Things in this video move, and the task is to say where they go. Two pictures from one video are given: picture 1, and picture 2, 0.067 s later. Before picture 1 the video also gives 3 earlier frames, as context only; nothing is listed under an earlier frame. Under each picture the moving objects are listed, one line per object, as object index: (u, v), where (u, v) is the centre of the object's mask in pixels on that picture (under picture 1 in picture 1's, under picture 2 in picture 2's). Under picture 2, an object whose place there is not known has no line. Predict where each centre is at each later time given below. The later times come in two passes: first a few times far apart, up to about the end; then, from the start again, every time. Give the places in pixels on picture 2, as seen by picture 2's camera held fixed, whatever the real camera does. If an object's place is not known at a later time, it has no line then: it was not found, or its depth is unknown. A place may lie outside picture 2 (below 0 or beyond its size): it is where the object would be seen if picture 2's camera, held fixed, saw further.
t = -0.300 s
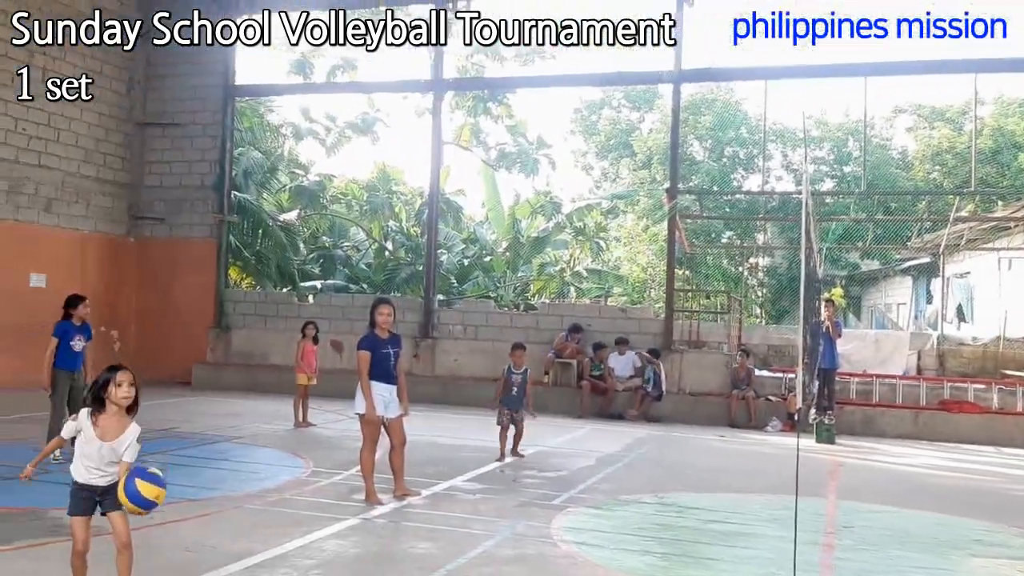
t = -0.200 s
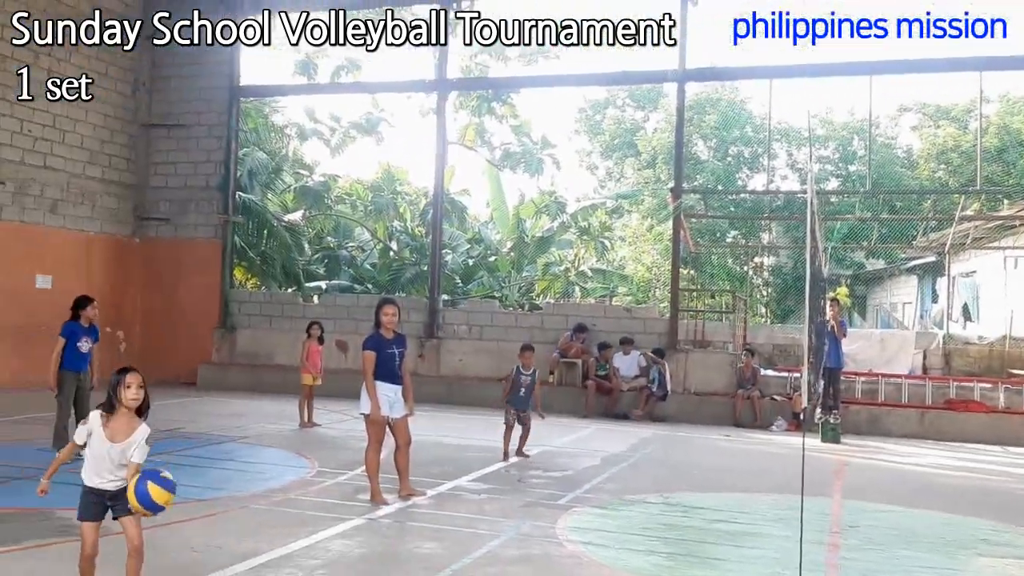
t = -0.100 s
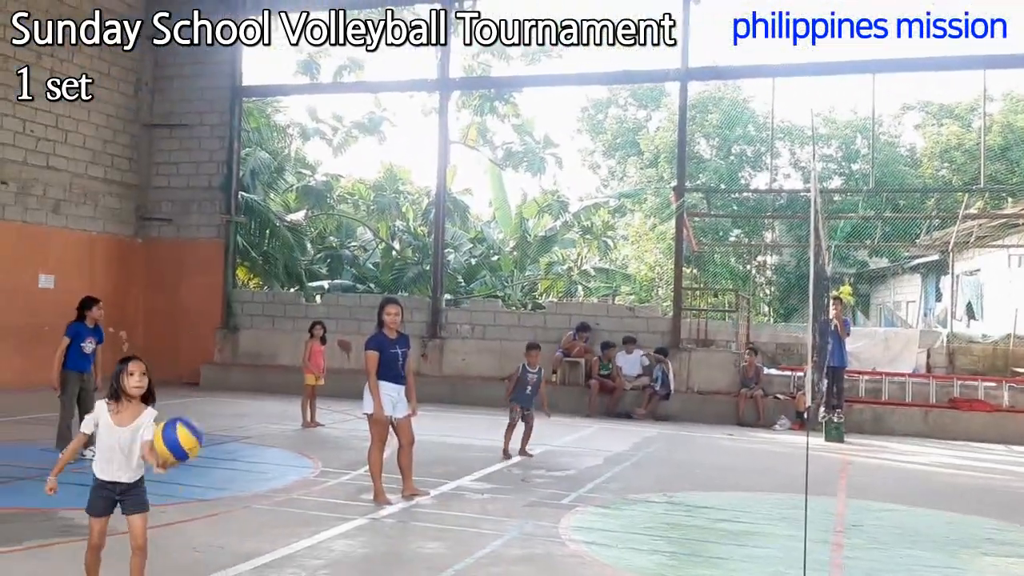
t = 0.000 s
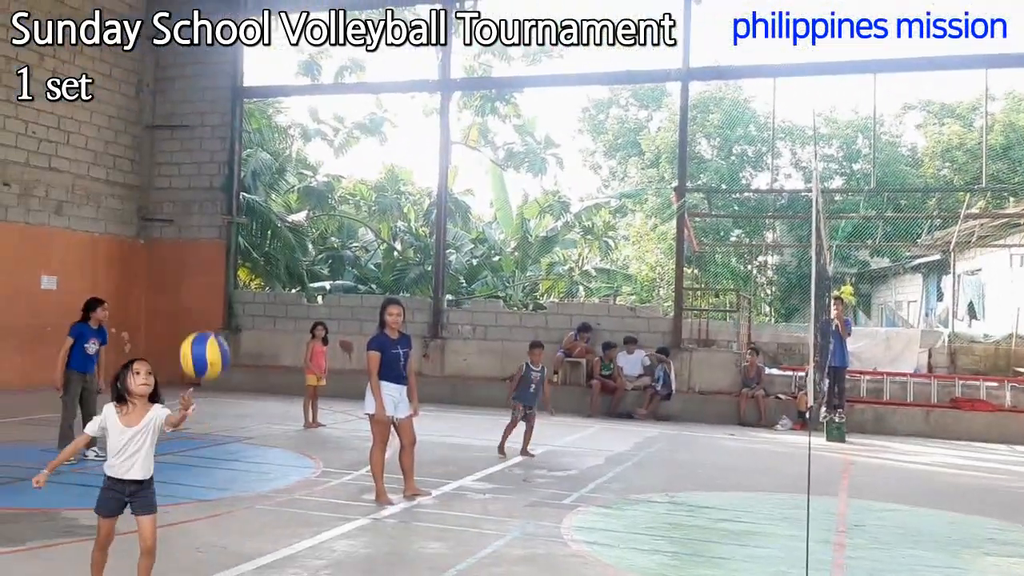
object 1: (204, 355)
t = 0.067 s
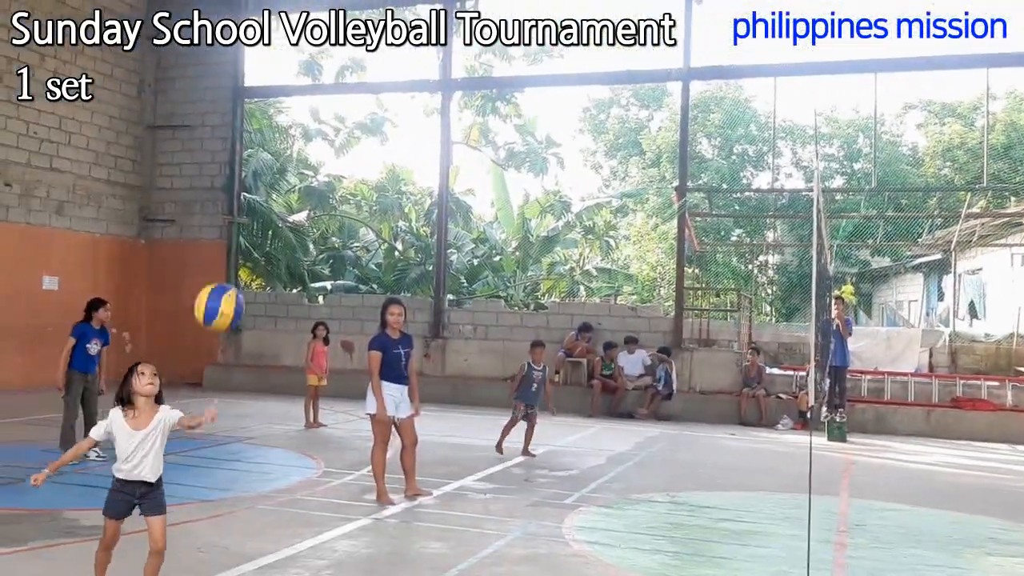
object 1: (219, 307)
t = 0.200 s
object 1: (245, 237)
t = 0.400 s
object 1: (283, 205)
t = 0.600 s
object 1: (319, 268)
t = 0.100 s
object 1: (226, 285)
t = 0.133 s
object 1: (233, 267)
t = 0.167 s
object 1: (239, 251)
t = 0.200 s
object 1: (245, 237)
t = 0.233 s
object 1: (252, 226)
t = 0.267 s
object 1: (258, 217)
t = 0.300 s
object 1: (265, 210)
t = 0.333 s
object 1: (271, 206)
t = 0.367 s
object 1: (277, 204)
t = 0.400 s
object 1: (283, 205)
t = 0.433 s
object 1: (289, 208)
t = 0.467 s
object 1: (295, 215)
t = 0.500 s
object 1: (301, 223)
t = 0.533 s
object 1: (307, 235)
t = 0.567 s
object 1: (313, 250)
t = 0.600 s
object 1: (319, 268)
